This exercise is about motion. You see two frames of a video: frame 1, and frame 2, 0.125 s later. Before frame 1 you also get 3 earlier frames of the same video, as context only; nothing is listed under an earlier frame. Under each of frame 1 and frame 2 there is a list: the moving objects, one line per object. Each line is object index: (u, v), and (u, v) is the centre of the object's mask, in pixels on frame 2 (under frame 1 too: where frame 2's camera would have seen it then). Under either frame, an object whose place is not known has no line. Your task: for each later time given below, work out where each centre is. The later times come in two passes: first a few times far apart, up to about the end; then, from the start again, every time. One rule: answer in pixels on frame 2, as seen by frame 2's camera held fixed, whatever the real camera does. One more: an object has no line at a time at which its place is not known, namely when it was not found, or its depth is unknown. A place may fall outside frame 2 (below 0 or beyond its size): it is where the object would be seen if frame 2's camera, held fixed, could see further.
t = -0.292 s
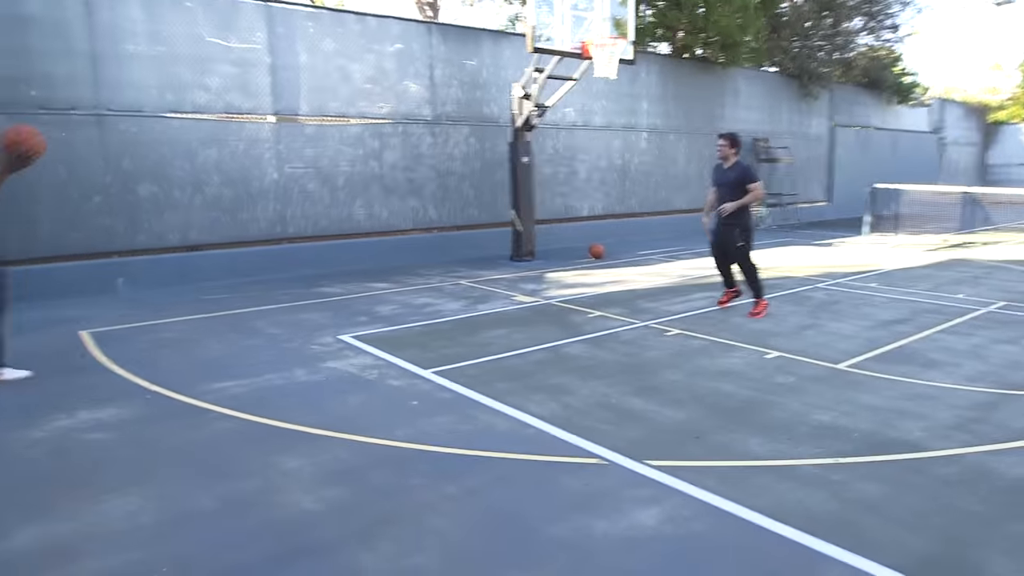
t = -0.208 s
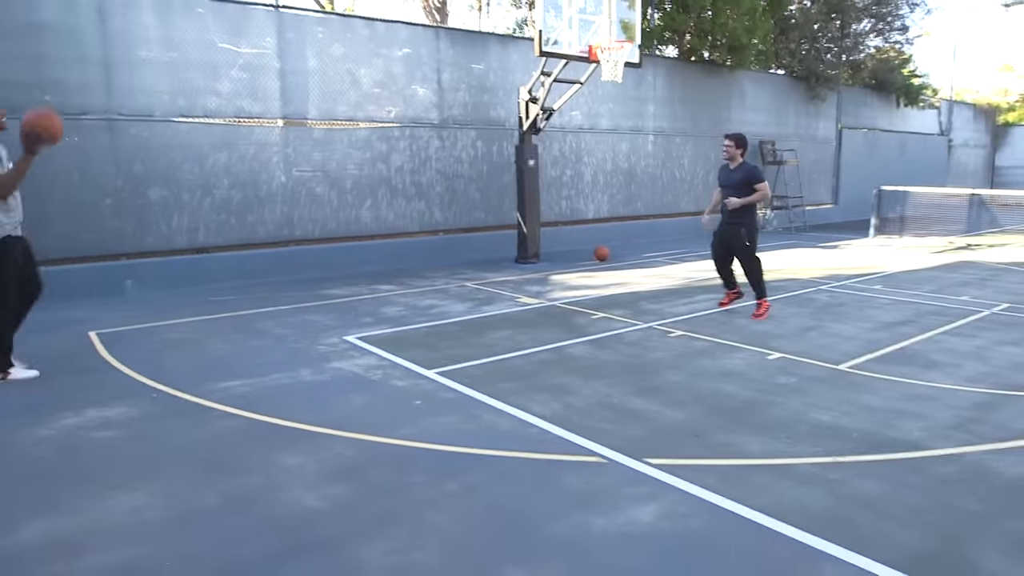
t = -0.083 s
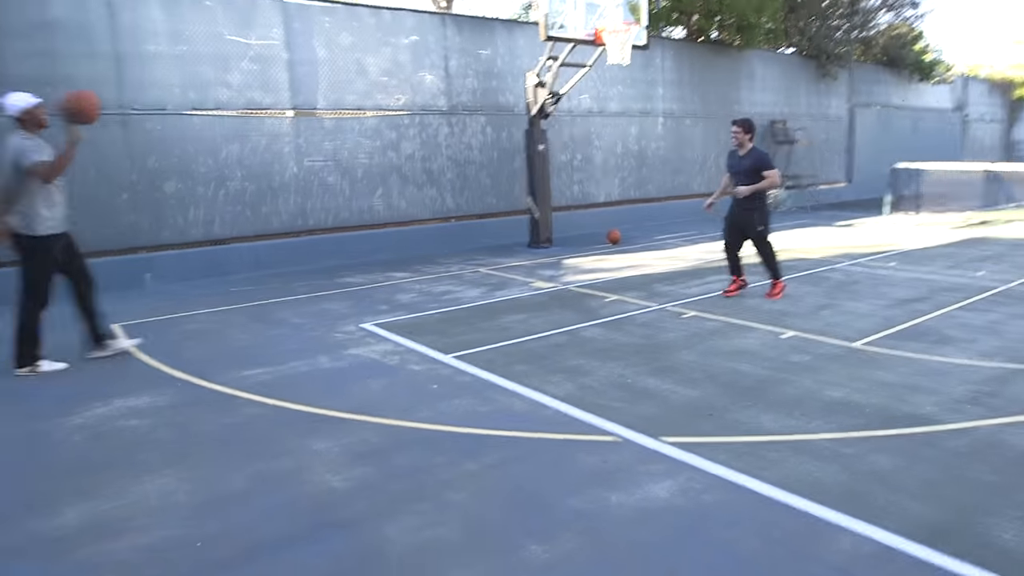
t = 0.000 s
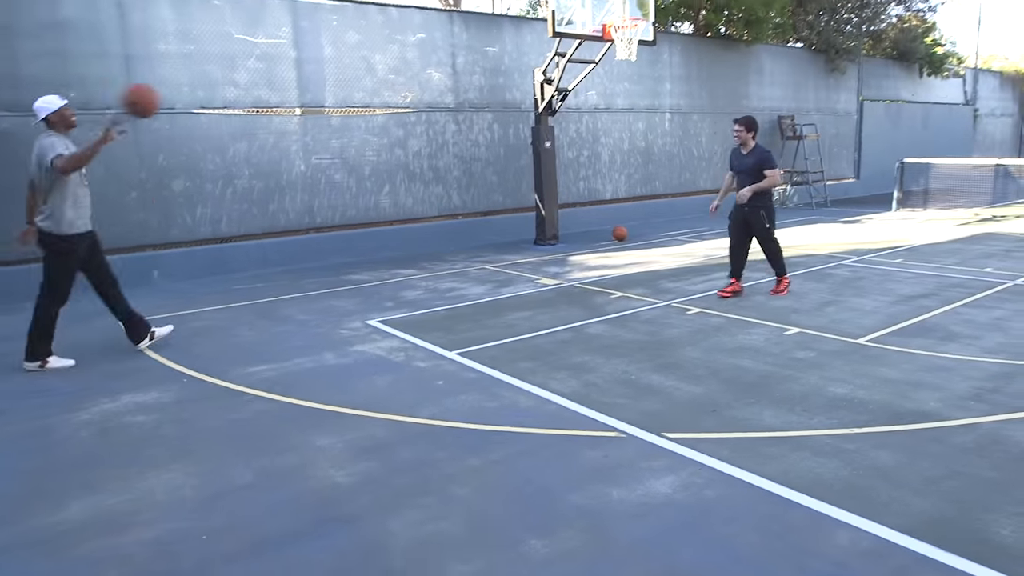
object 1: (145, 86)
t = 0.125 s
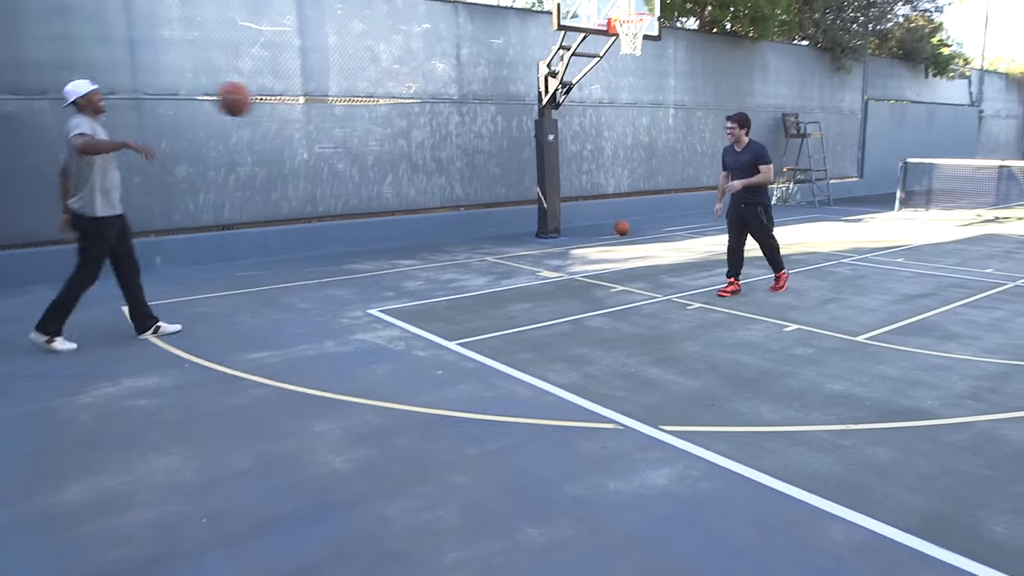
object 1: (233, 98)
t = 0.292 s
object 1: (348, 149)
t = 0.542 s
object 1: (503, 284)
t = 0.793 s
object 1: (581, 207)
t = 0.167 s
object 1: (262, 108)
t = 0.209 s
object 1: (292, 120)
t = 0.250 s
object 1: (320, 134)
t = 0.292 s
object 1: (348, 149)
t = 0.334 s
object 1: (375, 167)
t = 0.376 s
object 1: (403, 189)
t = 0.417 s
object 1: (429, 211)
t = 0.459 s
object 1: (454, 232)
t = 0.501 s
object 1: (478, 258)
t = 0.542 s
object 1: (503, 284)
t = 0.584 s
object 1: (526, 313)
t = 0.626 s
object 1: (538, 292)
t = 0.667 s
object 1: (548, 267)
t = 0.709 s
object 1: (559, 244)
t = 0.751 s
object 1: (570, 226)
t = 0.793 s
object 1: (581, 207)
